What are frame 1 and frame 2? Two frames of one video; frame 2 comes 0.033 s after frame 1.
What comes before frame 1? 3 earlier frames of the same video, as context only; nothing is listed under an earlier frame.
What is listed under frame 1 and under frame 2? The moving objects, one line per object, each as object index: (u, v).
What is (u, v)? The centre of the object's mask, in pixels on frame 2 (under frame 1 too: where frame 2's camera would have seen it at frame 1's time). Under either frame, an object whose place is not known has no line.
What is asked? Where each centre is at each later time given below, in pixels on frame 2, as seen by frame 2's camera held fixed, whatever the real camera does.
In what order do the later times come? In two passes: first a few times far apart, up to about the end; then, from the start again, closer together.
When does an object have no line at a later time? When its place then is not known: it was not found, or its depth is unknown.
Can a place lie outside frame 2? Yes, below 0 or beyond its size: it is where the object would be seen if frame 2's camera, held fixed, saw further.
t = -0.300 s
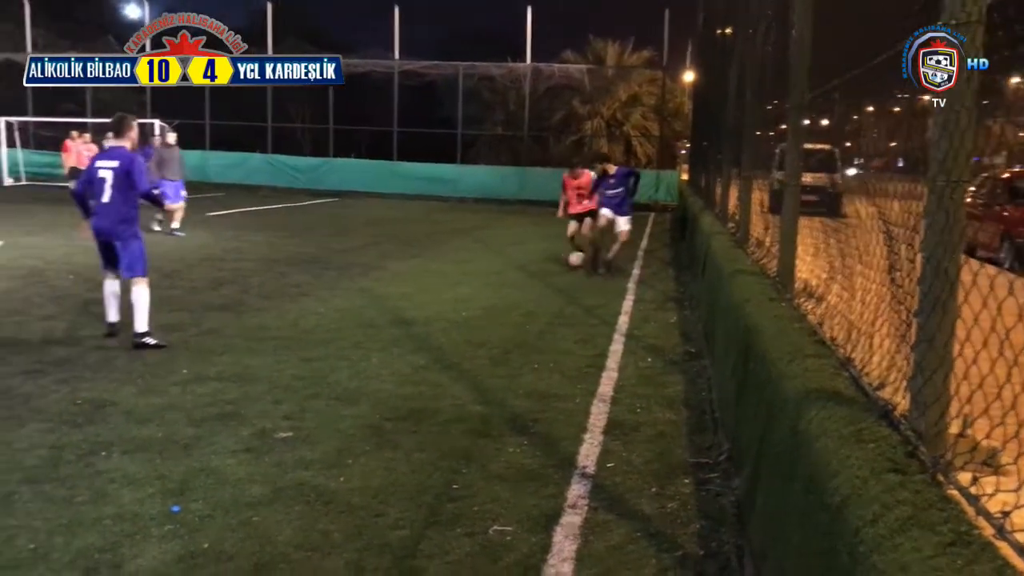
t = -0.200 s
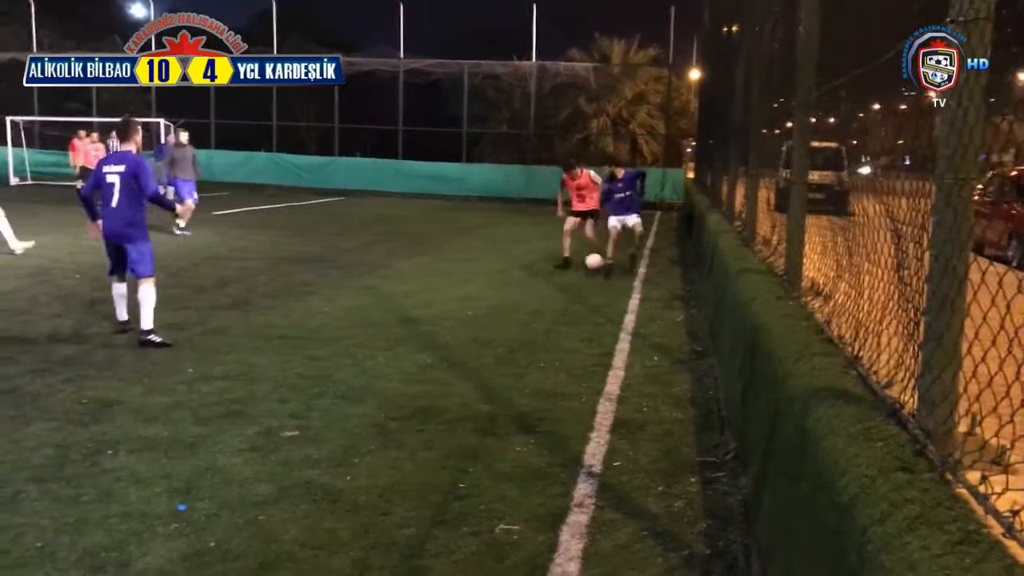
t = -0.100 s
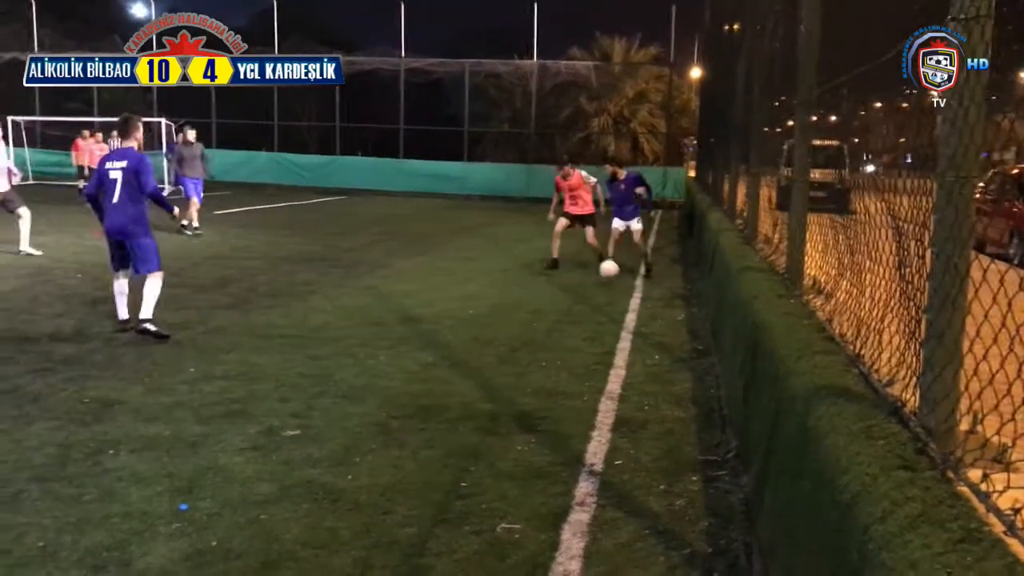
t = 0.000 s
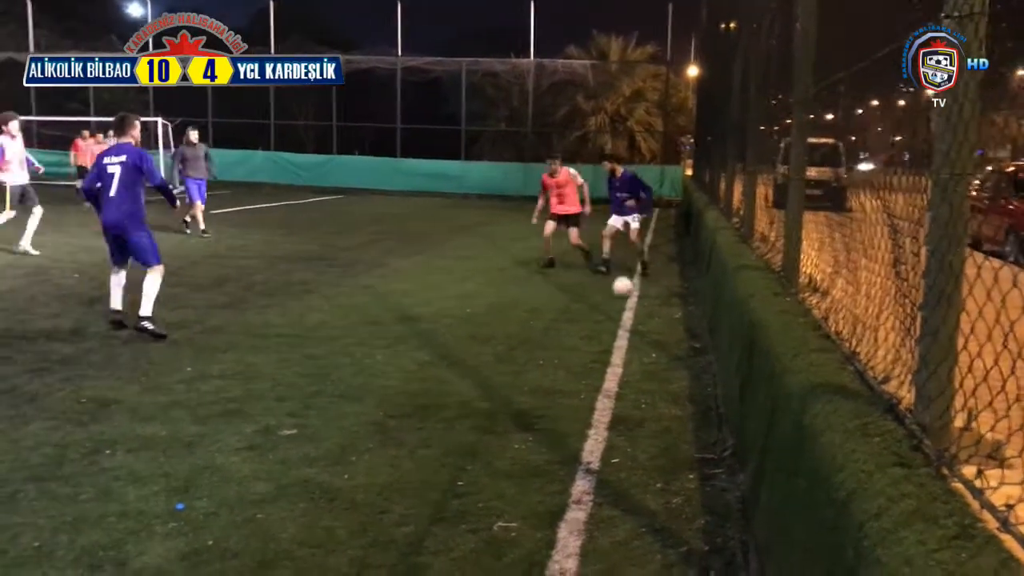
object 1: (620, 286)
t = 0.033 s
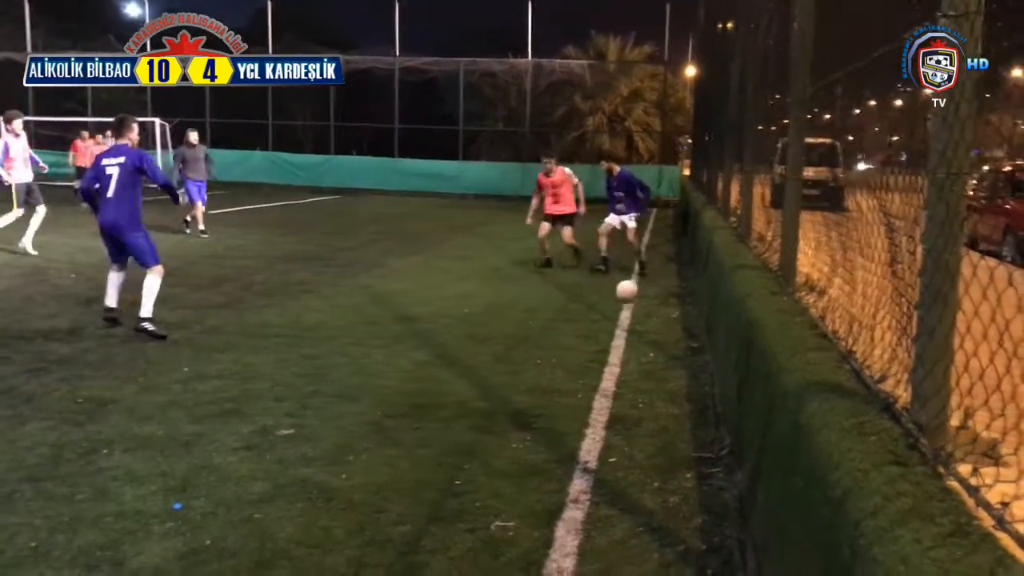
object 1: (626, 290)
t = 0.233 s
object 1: (674, 313)
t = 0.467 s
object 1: (686, 352)
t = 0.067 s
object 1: (633, 290)
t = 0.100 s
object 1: (640, 291)
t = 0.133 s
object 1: (648, 295)
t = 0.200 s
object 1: (665, 306)
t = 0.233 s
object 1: (674, 313)
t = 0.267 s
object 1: (682, 322)
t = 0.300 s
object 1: (693, 332)
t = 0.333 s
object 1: (700, 336)
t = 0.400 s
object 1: (695, 340)
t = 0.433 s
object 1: (691, 346)
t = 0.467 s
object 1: (686, 352)
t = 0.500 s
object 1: (682, 361)
